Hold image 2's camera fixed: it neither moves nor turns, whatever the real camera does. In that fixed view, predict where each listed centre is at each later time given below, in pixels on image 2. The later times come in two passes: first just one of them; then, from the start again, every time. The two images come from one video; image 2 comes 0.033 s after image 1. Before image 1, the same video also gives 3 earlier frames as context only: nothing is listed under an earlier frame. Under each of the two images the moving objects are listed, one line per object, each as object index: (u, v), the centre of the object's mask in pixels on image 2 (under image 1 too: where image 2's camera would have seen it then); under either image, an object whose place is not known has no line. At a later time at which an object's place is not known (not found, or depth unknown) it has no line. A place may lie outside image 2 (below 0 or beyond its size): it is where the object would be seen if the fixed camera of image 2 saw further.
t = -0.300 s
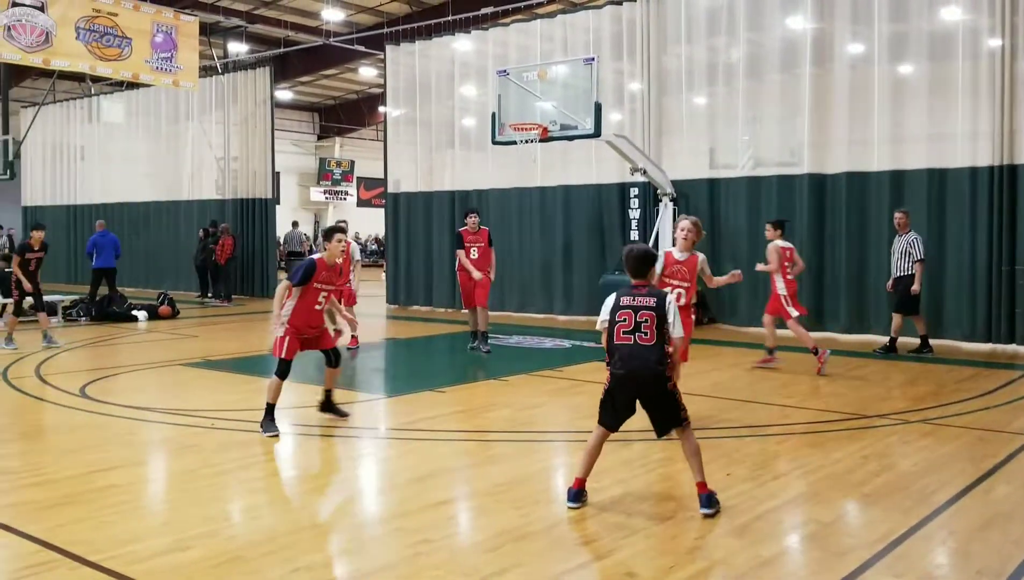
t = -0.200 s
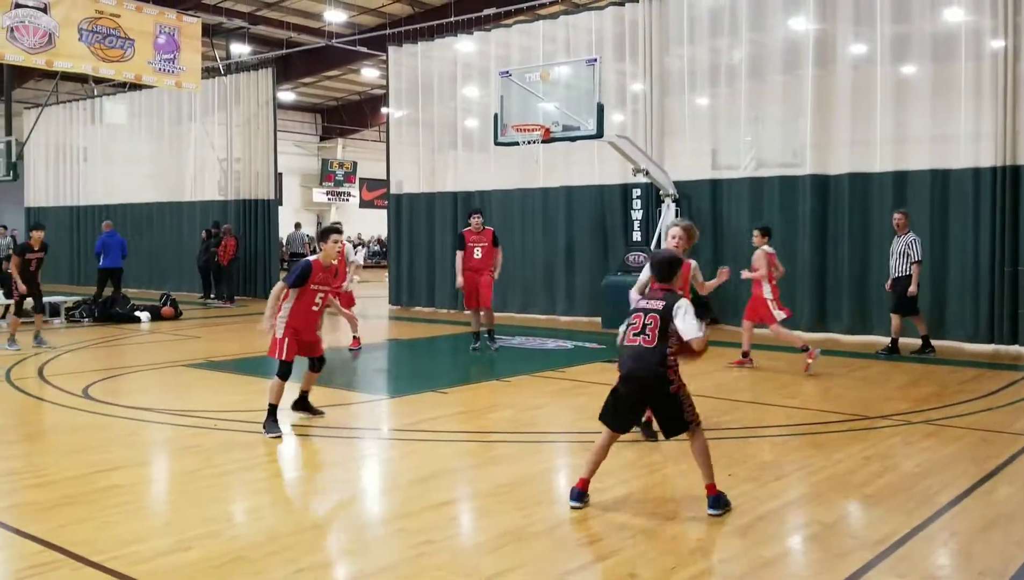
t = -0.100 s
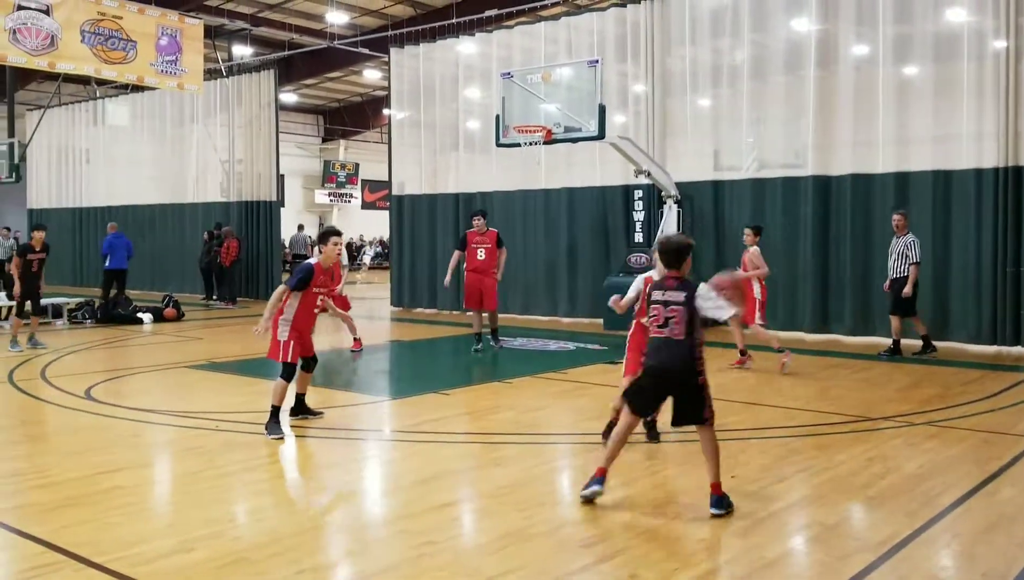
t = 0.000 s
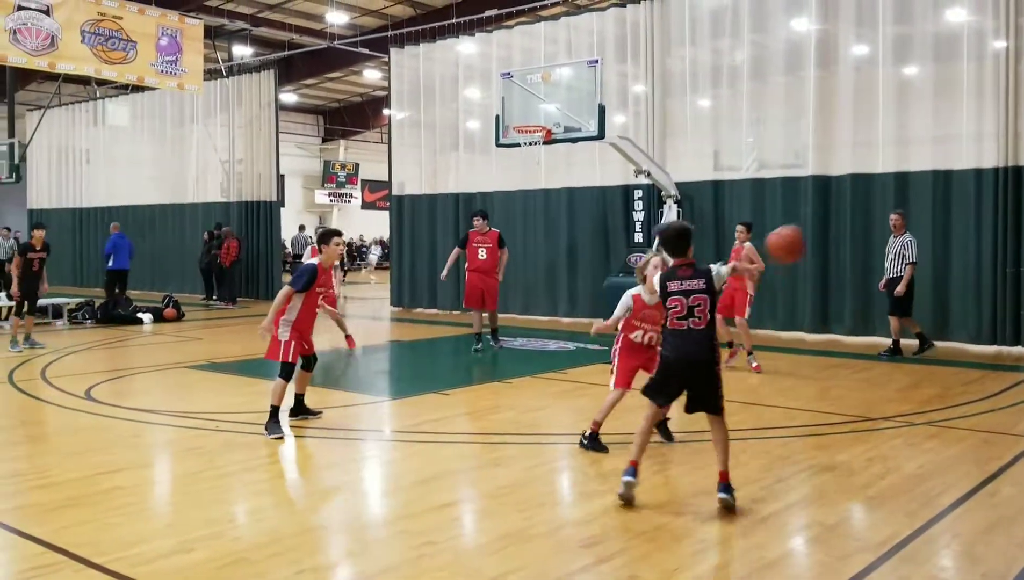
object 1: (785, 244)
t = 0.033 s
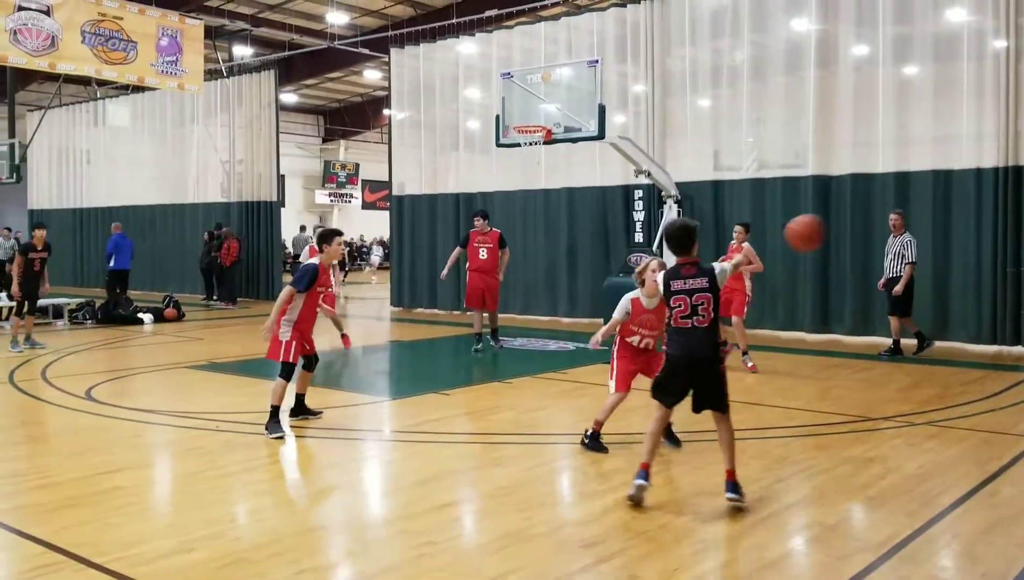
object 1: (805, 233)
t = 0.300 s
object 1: (923, 204)
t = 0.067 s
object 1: (822, 224)
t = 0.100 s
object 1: (839, 216)
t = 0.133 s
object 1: (855, 210)
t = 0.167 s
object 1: (870, 206)
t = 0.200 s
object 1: (885, 203)
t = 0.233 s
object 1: (898, 202)
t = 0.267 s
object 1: (911, 203)
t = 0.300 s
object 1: (923, 204)
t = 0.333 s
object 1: (935, 207)
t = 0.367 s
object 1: (946, 211)
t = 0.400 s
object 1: (957, 215)
